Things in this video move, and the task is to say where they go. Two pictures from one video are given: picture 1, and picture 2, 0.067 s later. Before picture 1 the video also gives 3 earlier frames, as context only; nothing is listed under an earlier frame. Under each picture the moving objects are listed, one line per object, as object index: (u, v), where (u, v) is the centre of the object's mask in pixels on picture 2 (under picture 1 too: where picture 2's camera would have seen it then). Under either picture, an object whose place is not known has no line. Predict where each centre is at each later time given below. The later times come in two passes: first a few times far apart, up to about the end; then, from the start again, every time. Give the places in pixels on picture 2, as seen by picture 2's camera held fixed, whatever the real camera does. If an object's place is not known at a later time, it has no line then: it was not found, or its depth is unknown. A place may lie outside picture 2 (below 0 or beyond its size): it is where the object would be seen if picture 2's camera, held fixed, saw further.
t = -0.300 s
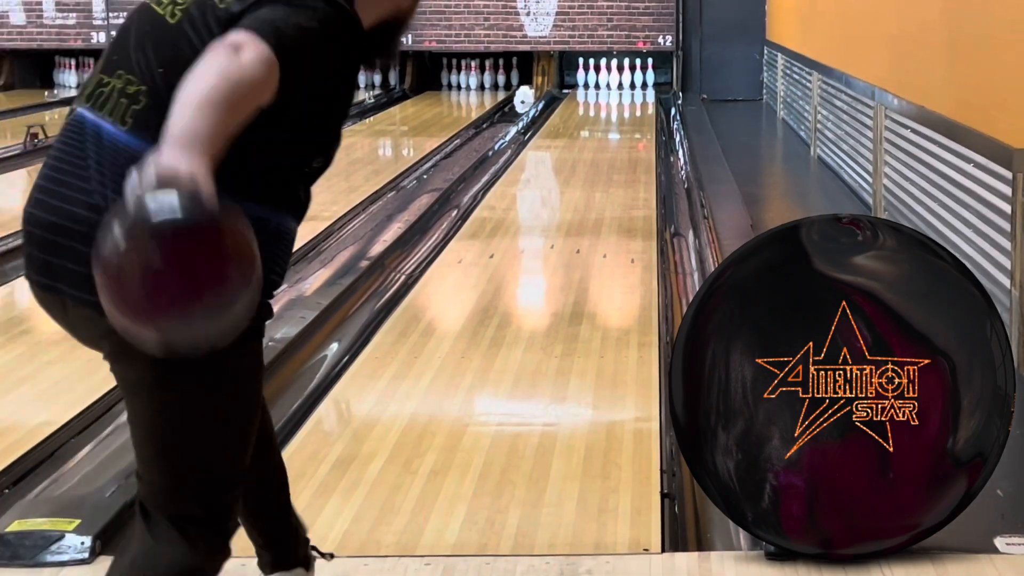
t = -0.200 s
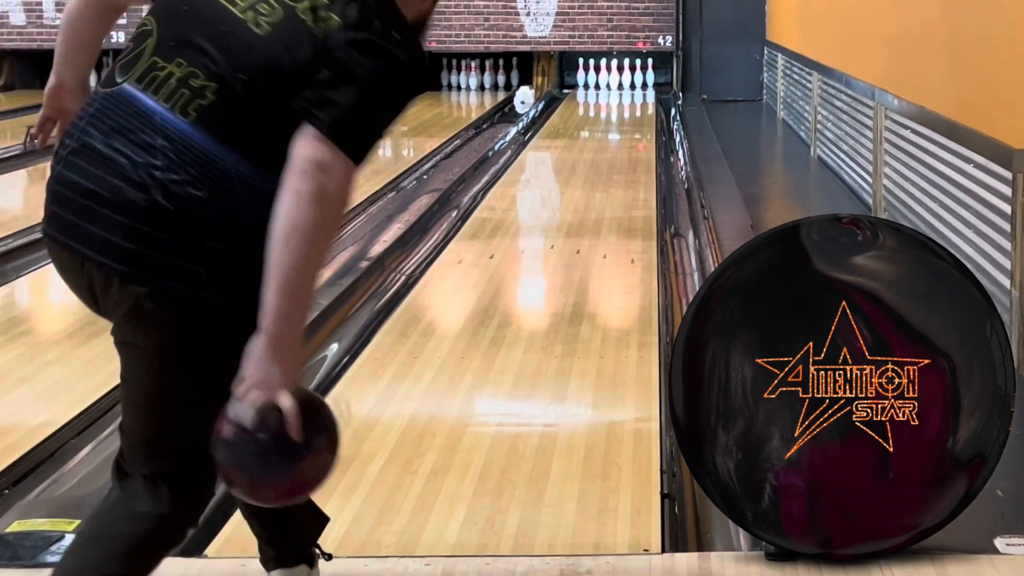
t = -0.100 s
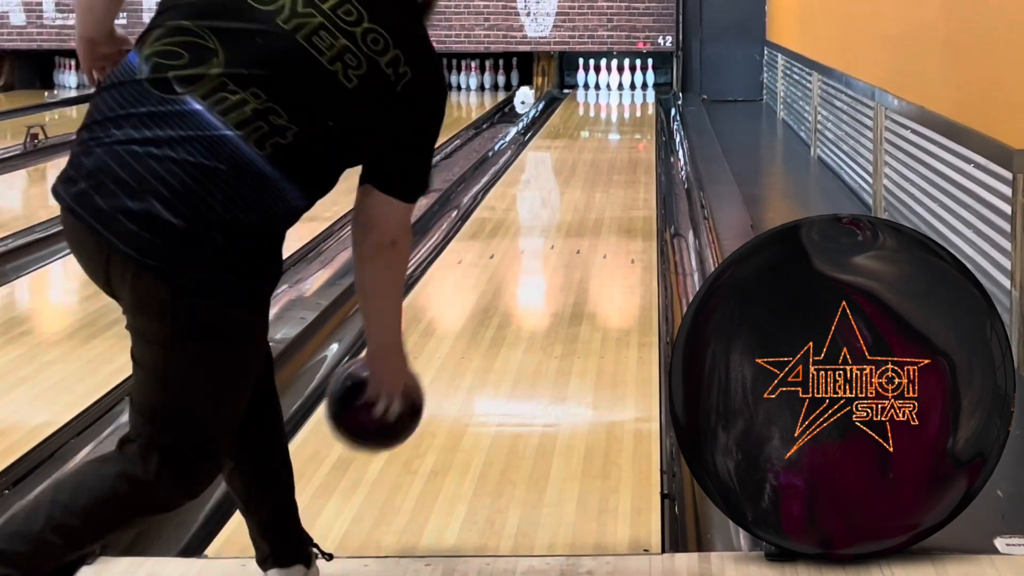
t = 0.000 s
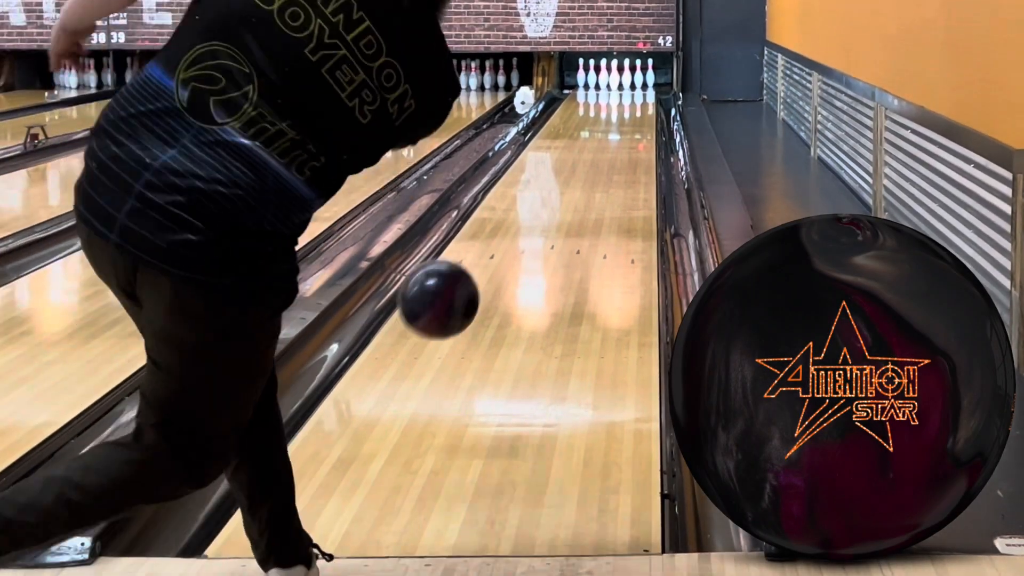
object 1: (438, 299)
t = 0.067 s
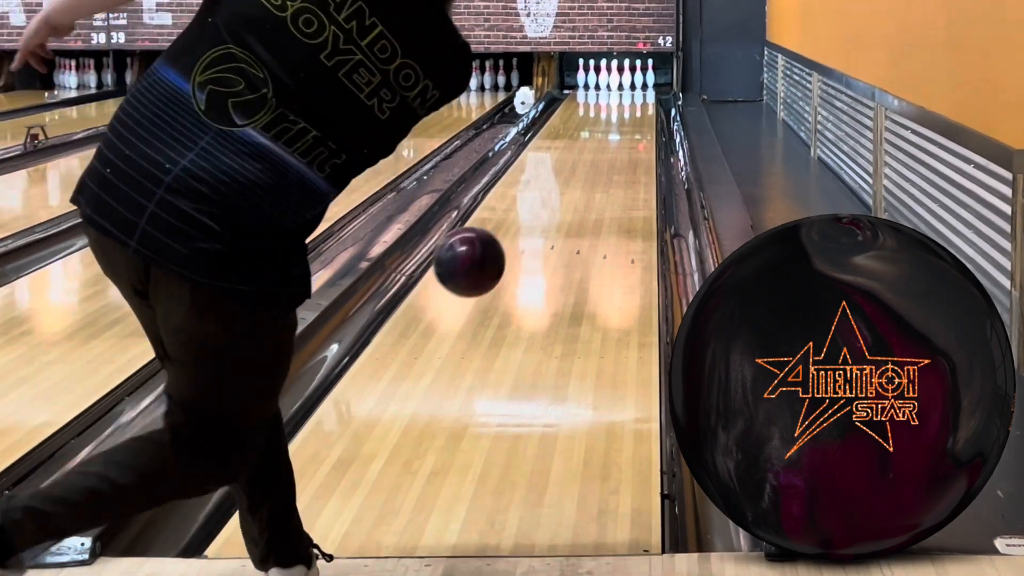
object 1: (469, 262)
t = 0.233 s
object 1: (523, 245)
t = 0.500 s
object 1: (572, 226)
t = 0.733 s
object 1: (598, 183)
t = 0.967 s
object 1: (615, 155)
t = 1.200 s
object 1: (626, 133)
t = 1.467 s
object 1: (634, 115)
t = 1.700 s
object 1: (635, 103)
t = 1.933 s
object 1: (632, 93)
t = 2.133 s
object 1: (624, 86)
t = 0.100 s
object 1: (482, 251)
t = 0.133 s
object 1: (494, 244)
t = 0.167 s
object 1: (504, 241)
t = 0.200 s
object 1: (514, 242)
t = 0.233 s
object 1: (523, 245)
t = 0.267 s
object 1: (531, 250)
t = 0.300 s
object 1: (538, 258)
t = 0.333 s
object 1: (545, 268)
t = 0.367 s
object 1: (552, 255)
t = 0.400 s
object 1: (557, 244)
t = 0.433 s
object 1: (563, 236)
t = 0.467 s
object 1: (567, 230)
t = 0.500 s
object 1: (572, 226)
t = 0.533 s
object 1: (577, 219)
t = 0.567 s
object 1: (581, 212)
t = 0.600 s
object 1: (585, 206)
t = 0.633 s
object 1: (588, 200)
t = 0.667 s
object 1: (592, 194)
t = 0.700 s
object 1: (595, 188)
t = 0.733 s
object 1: (598, 183)
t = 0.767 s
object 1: (601, 179)
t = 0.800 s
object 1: (604, 174)
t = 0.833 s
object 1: (606, 169)
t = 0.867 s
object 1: (609, 165)
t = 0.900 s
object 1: (611, 162)
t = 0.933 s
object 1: (613, 158)
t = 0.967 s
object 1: (615, 155)
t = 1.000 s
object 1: (617, 151)
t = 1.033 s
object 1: (619, 148)
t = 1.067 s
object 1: (620, 145)
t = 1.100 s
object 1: (622, 142)
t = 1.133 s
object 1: (624, 139)
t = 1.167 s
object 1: (625, 136)
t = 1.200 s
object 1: (626, 133)
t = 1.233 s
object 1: (628, 131)
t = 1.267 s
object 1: (629, 128)
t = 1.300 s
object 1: (630, 126)
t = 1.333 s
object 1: (631, 124)
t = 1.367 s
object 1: (632, 121)
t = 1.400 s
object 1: (633, 119)
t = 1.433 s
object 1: (633, 117)
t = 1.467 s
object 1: (634, 115)
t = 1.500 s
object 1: (635, 114)
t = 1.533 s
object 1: (635, 112)
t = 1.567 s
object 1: (636, 110)
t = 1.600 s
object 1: (635, 108)
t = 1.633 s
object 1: (635, 106)
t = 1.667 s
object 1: (636, 105)
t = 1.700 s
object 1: (635, 103)
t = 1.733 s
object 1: (635, 102)
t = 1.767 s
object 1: (635, 100)
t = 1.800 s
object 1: (634, 98)
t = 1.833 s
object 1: (634, 97)
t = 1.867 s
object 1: (633, 95)
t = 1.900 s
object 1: (632, 94)
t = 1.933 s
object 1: (632, 93)
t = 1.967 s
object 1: (631, 92)
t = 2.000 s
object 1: (630, 91)
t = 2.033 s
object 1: (628, 89)
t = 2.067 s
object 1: (627, 89)
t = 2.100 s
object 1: (626, 88)
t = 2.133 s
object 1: (624, 86)
